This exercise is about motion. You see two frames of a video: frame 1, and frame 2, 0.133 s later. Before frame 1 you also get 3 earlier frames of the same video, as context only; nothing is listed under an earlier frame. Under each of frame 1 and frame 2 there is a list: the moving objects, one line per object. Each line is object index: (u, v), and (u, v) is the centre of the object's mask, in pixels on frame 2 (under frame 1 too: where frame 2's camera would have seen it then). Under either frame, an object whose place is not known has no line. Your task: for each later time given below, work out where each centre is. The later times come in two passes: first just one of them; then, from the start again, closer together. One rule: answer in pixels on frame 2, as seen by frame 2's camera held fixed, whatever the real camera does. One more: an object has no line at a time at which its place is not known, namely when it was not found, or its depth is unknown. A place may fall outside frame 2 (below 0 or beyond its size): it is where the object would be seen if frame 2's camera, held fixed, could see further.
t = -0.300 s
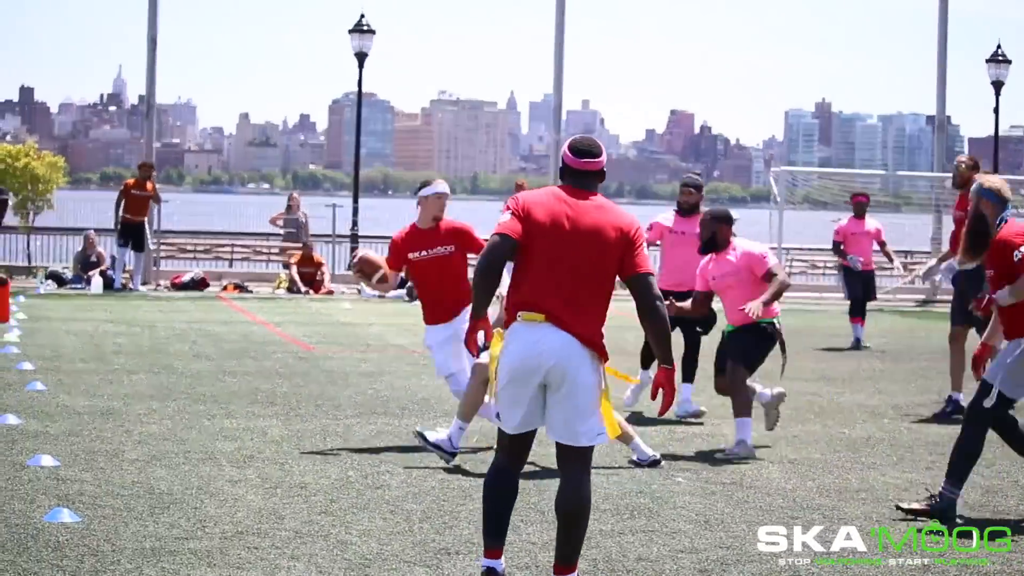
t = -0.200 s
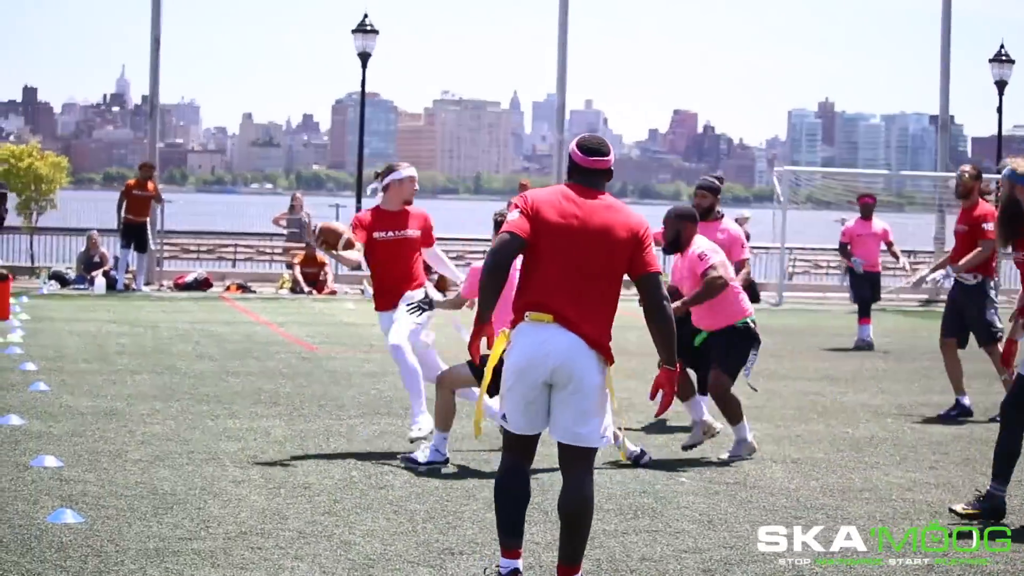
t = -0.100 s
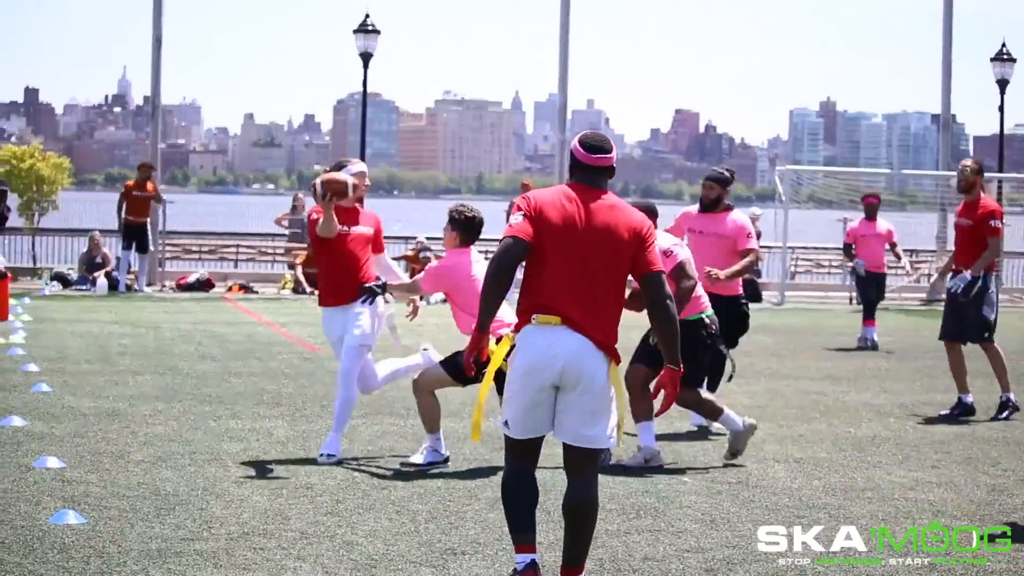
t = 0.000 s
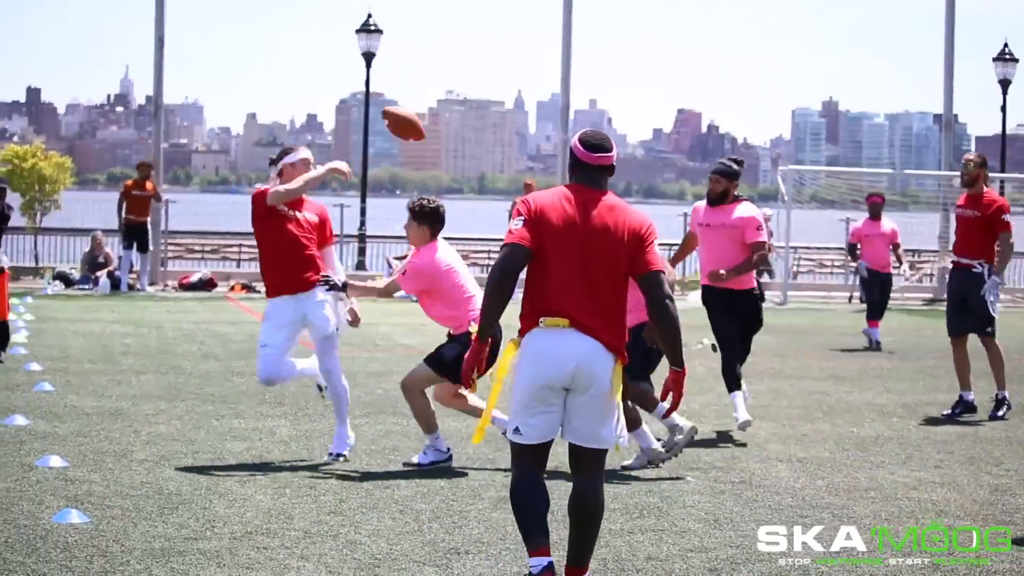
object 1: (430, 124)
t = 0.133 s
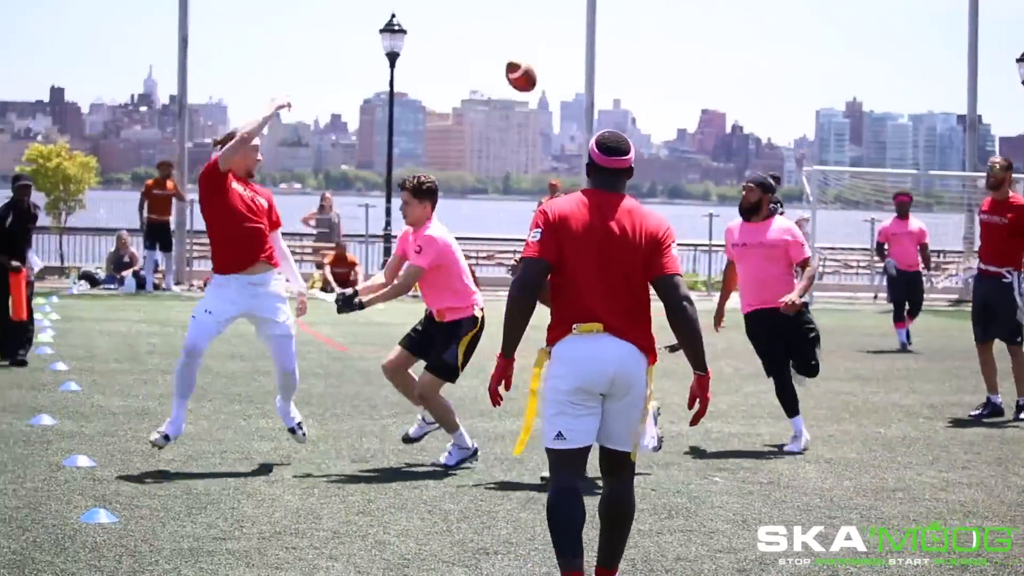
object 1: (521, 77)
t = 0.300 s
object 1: (633, 65)
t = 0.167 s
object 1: (544, 70)
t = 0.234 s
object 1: (590, 63)
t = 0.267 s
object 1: (612, 64)
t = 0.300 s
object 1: (633, 65)
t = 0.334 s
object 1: (654, 68)
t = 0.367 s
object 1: (675, 72)
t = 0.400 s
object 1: (699, 79)
